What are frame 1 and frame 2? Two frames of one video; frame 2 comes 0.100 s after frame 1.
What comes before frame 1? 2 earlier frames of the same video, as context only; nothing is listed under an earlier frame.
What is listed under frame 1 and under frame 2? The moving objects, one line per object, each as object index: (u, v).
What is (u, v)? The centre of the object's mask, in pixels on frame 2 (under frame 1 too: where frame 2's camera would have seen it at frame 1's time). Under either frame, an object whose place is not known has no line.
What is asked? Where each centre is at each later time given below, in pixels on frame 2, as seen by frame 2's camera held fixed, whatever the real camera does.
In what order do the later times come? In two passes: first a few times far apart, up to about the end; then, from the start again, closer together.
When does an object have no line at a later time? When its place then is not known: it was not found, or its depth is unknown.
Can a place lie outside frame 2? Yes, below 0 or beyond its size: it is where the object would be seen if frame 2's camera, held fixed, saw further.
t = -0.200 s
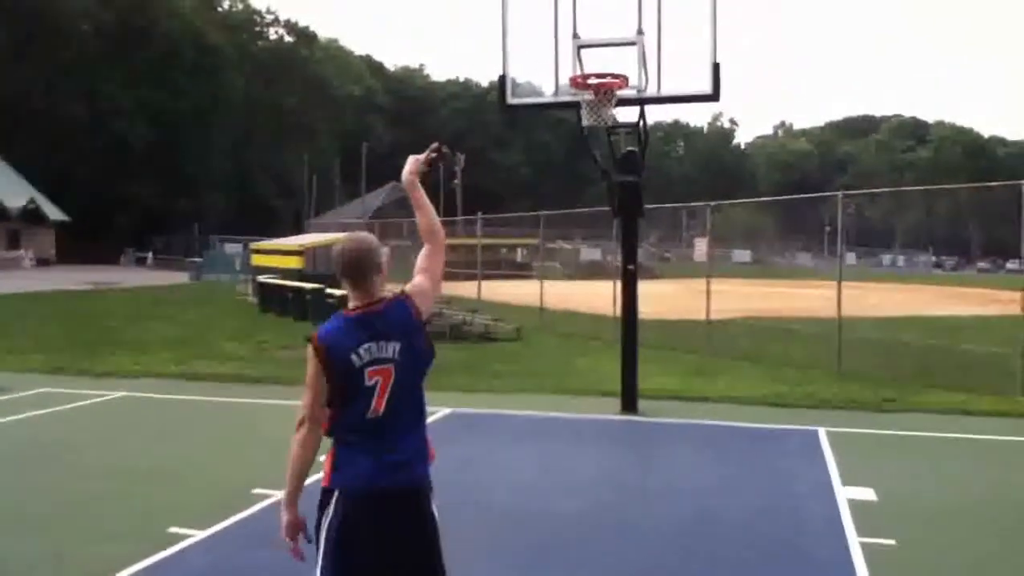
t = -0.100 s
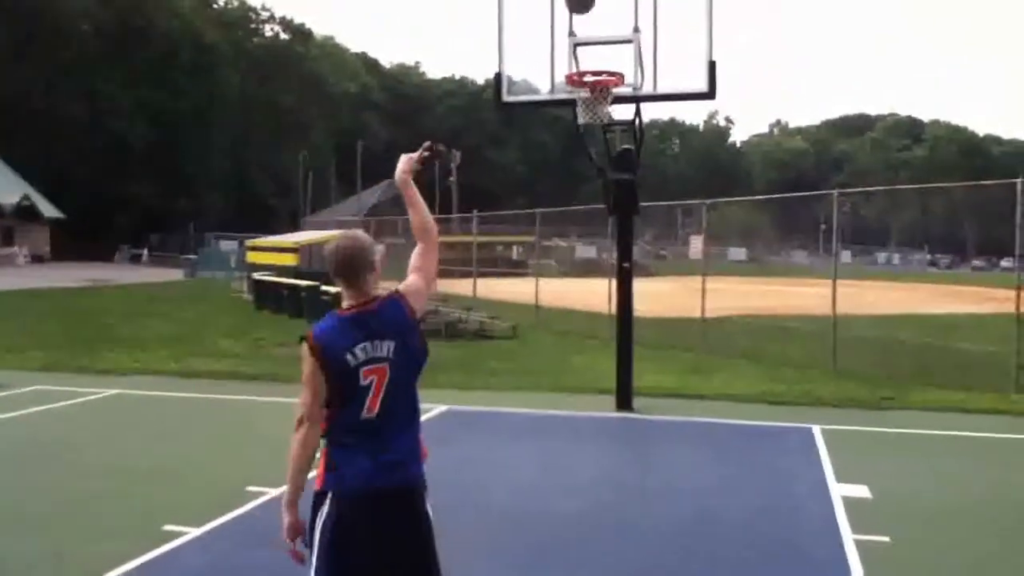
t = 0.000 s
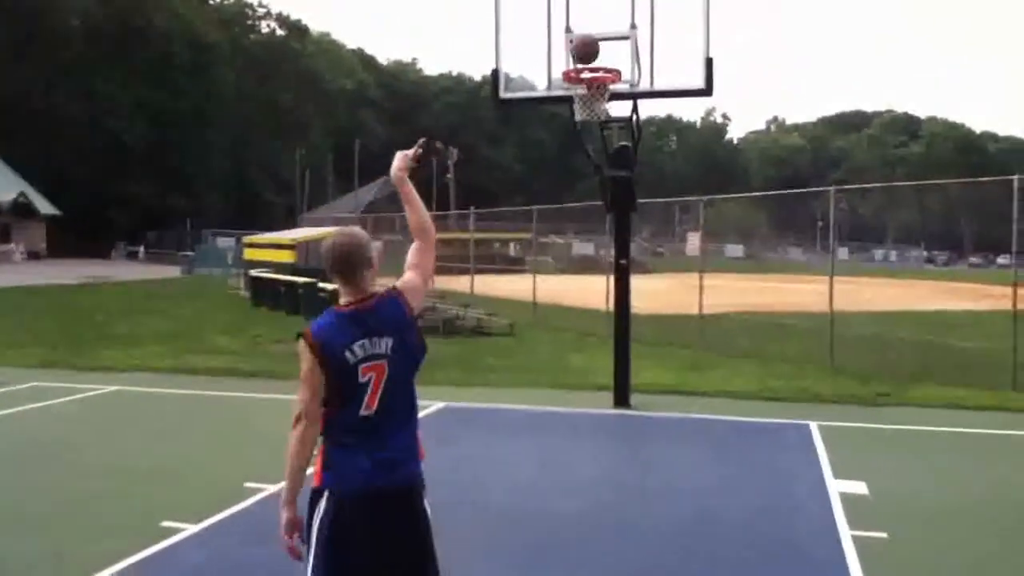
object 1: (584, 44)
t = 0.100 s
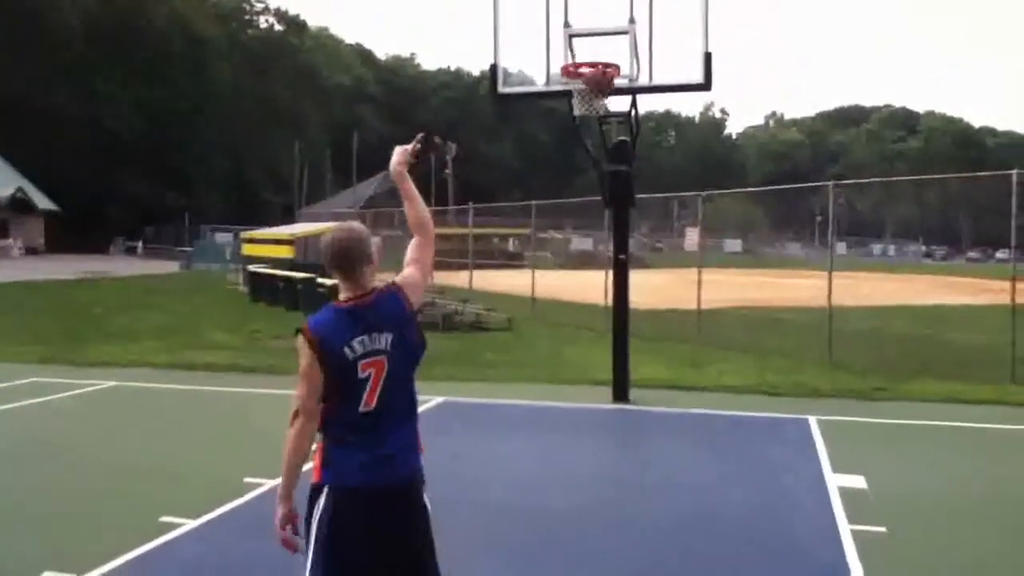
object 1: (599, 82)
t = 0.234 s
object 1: (591, 91)
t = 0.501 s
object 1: (583, 132)
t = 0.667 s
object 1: (590, 201)
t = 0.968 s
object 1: (596, 397)
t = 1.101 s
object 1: (601, 364)
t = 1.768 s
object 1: (640, 235)
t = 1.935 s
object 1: (650, 293)
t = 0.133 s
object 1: (601, 83)
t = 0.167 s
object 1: (597, 85)
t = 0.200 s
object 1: (593, 88)
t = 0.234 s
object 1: (591, 91)
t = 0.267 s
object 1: (588, 93)
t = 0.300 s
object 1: (583, 98)
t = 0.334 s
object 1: (591, 107)
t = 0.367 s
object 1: (587, 110)
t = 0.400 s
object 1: (585, 119)
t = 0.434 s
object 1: (588, 120)
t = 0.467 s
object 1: (583, 122)
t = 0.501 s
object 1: (583, 132)
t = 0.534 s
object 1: (587, 145)
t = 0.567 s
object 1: (587, 154)
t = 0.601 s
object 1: (587, 167)
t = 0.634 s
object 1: (587, 180)
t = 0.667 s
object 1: (590, 201)
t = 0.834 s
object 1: (592, 295)
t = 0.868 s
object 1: (594, 318)
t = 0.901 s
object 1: (593, 342)
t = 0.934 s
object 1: (595, 370)
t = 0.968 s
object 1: (596, 397)
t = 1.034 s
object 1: (599, 404)
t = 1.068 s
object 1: (599, 383)
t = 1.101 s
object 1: (601, 364)
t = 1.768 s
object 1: (640, 235)
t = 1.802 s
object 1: (643, 252)
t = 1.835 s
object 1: (649, 258)
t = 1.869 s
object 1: (647, 268)
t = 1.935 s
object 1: (650, 293)
